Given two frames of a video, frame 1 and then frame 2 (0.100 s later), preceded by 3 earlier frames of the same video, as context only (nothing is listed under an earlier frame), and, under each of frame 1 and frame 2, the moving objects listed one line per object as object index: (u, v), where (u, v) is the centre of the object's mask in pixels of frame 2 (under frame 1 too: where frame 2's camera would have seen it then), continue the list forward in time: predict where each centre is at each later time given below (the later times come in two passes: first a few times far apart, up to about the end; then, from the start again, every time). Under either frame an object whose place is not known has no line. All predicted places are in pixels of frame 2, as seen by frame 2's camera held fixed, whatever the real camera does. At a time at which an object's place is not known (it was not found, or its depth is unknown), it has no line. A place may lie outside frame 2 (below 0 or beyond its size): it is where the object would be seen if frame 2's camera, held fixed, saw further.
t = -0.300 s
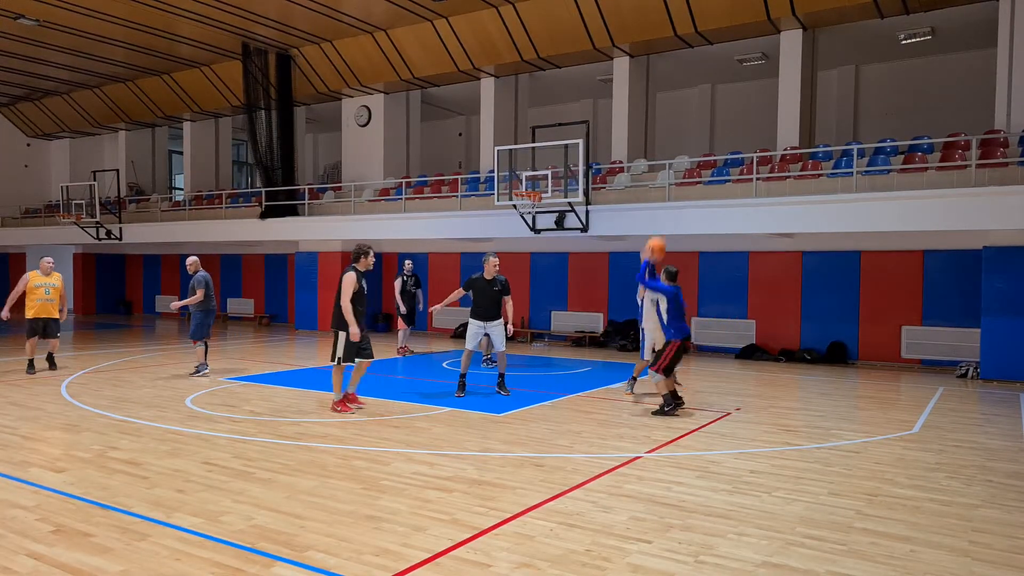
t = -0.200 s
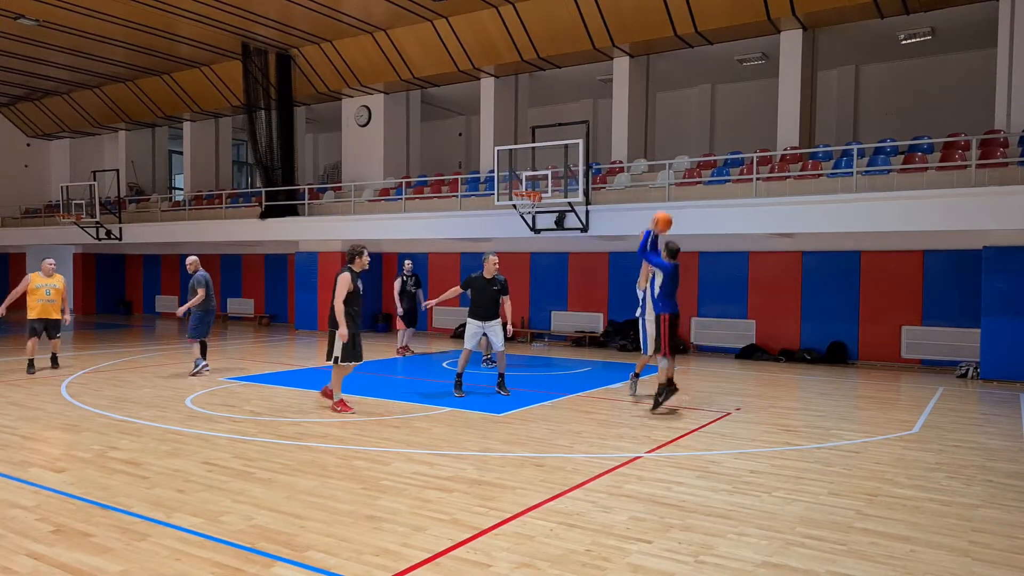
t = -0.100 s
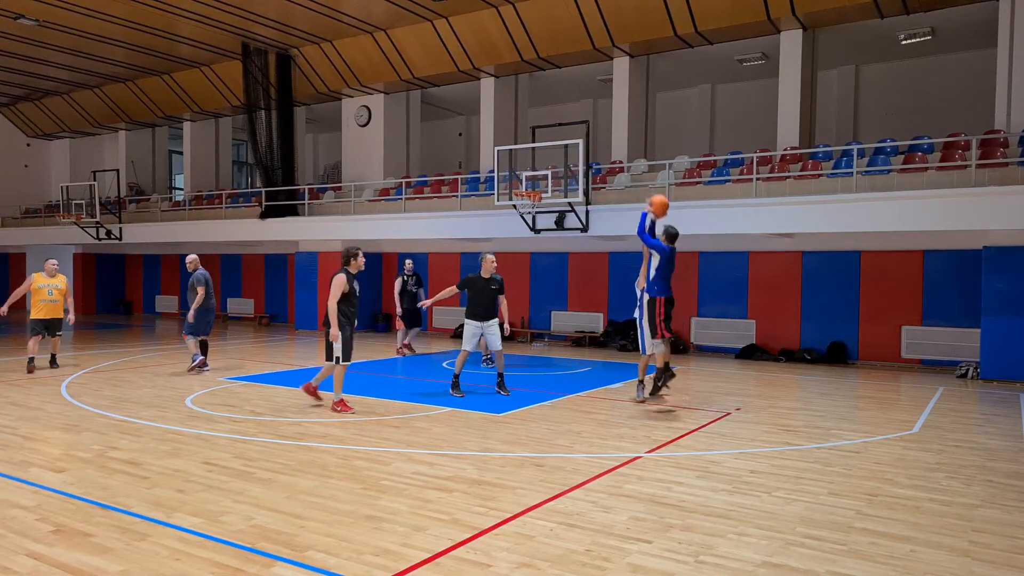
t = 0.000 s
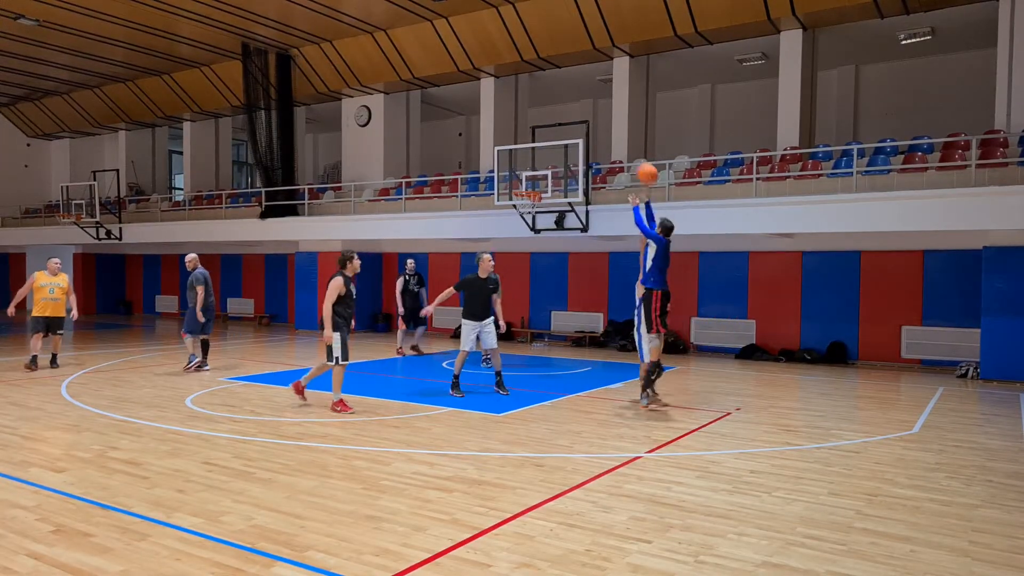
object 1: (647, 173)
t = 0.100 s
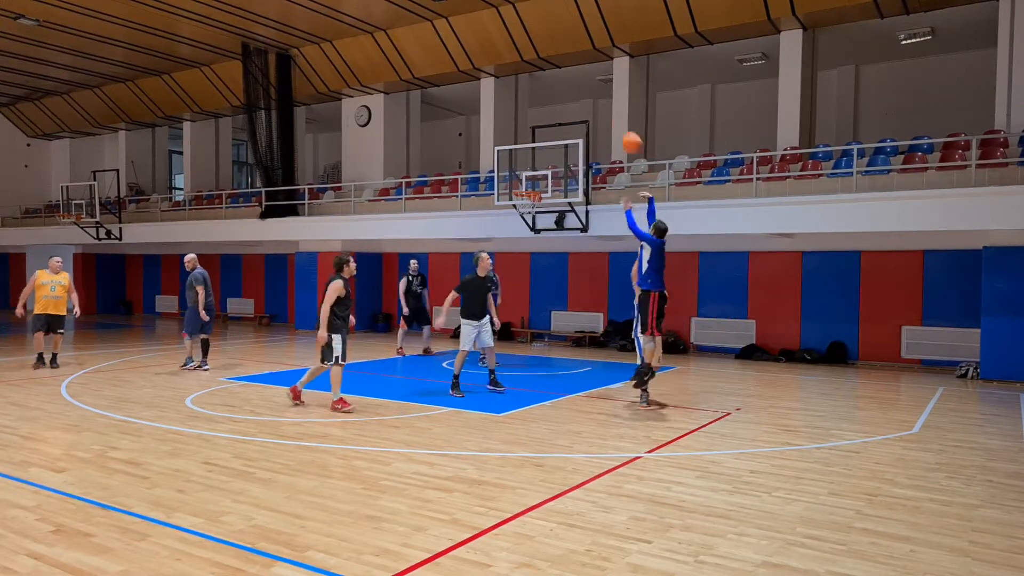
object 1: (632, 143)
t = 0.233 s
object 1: (612, 117)
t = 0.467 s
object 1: (585, 107)
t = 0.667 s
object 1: (564, 127)
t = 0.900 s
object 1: (543, 174)
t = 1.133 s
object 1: (565, 170)
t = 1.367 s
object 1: (600, 173)
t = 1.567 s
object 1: (629, 199)
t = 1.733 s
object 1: (653, 241)
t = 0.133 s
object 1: (627, 135)
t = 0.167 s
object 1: (621, 127)
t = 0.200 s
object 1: (617, 121)
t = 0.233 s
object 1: (612, 117)
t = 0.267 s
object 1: (608, 113)
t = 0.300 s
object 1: (604, 110)
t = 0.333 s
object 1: (600, 108)
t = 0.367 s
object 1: (596, 106)
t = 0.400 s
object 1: (592, 106)
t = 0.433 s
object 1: (589, 106)
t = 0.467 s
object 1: (585, 107)
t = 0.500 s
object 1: (581, 109)
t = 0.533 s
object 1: (578, 111)
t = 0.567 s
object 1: (575, 114)
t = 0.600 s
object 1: (571, 118)
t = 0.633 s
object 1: (568, 122)
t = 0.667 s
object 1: (564, 127)
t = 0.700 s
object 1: (561, 132)
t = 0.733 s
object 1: (558, 137)
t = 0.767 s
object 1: (555, 144)
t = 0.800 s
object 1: (552, 151)
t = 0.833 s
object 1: (549, 158)
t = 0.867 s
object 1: (546, 166)
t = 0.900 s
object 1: (543, 174)
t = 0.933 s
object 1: (540, 184)
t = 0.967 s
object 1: (541, 185)
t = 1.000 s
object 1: (546, 181)
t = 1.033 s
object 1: (551, 177)
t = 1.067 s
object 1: (557, 174)
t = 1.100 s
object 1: (561, 172)
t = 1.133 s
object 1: (565, 170)
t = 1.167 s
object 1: (570, 169)
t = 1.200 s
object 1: (575, 167)
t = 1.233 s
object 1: (580, 167)
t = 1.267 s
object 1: (585, 168)
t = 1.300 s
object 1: (590, 169)
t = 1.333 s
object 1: (595, 170)
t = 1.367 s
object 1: (600, 173)
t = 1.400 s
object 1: (605, 176)
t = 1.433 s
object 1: (609, 179)
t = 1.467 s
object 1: (614, 183)
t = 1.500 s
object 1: (620, 188)
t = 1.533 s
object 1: (625, 194)
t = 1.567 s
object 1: (629, 199)
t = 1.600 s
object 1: (634, 205)
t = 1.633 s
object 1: (638, 215)
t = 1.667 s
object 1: (644, 223)
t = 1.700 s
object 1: (648, 232)
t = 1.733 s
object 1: (653, 241)
